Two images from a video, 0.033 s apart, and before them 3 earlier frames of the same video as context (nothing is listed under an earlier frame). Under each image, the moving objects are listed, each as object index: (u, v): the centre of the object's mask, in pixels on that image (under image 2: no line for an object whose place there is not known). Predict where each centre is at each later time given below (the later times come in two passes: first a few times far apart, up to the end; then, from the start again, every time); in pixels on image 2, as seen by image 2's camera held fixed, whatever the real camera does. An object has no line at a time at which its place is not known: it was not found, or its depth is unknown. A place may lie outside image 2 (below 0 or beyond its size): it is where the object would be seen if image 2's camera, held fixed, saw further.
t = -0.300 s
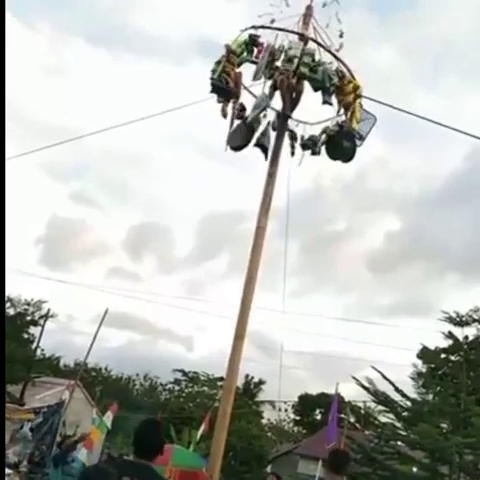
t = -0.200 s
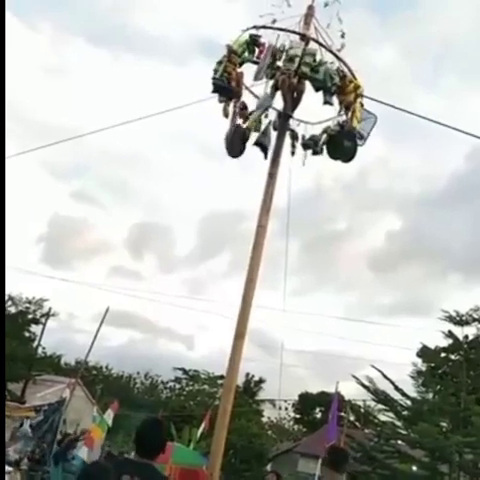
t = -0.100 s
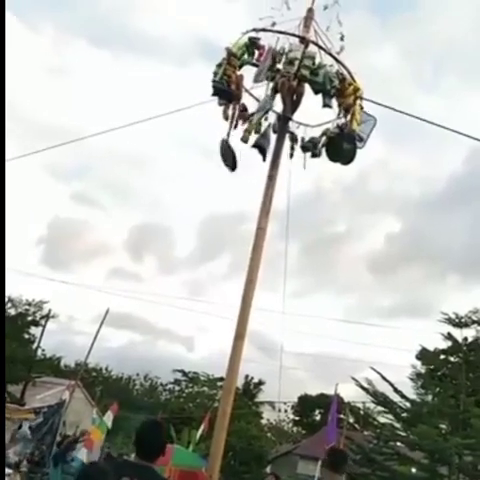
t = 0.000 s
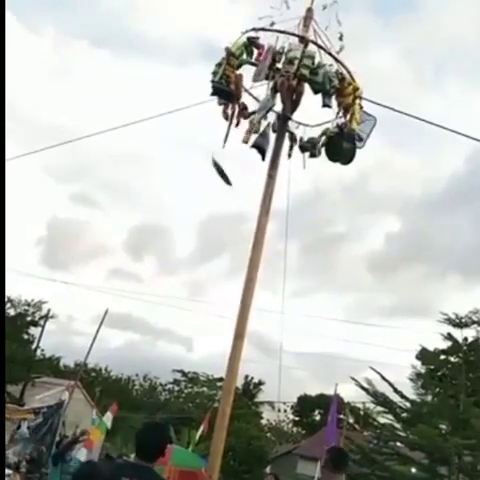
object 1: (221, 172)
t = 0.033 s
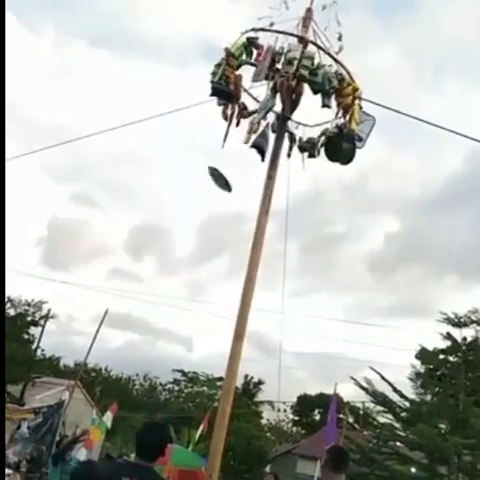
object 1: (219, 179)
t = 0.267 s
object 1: (209, 241)
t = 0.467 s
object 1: (194, 323)
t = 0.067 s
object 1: (218, 186)
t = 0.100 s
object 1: (217, 194)
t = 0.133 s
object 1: (216, 202)
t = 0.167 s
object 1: (214, 210)
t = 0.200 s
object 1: (213, 220)
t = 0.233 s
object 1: (211, 230)
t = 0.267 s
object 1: (209, 241)
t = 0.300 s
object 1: (207, 252)
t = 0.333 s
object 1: (205, 265)
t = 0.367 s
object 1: (203, 278)
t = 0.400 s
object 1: (199, 292)
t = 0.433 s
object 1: (197, 307)
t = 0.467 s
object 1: (194, 323)
